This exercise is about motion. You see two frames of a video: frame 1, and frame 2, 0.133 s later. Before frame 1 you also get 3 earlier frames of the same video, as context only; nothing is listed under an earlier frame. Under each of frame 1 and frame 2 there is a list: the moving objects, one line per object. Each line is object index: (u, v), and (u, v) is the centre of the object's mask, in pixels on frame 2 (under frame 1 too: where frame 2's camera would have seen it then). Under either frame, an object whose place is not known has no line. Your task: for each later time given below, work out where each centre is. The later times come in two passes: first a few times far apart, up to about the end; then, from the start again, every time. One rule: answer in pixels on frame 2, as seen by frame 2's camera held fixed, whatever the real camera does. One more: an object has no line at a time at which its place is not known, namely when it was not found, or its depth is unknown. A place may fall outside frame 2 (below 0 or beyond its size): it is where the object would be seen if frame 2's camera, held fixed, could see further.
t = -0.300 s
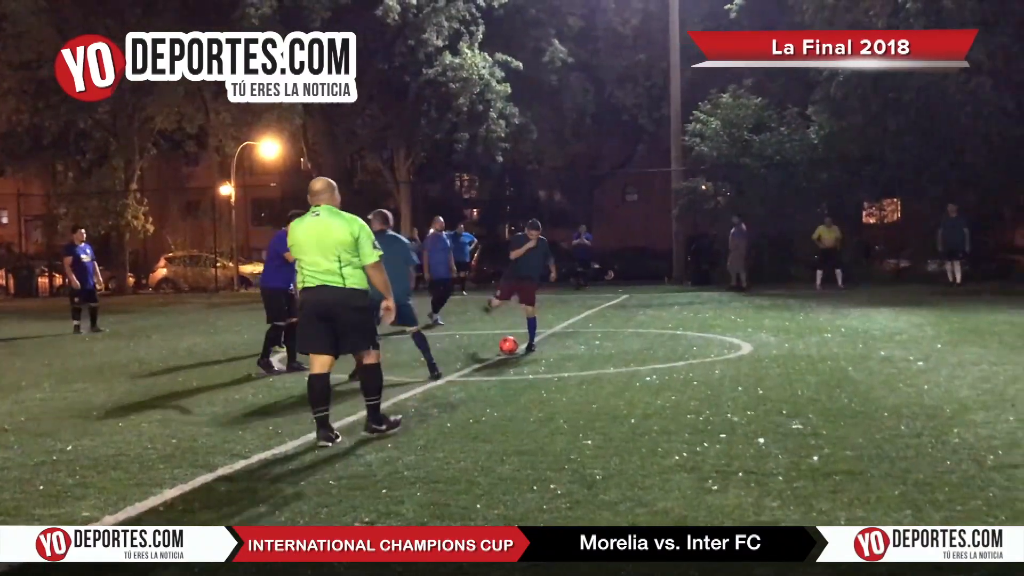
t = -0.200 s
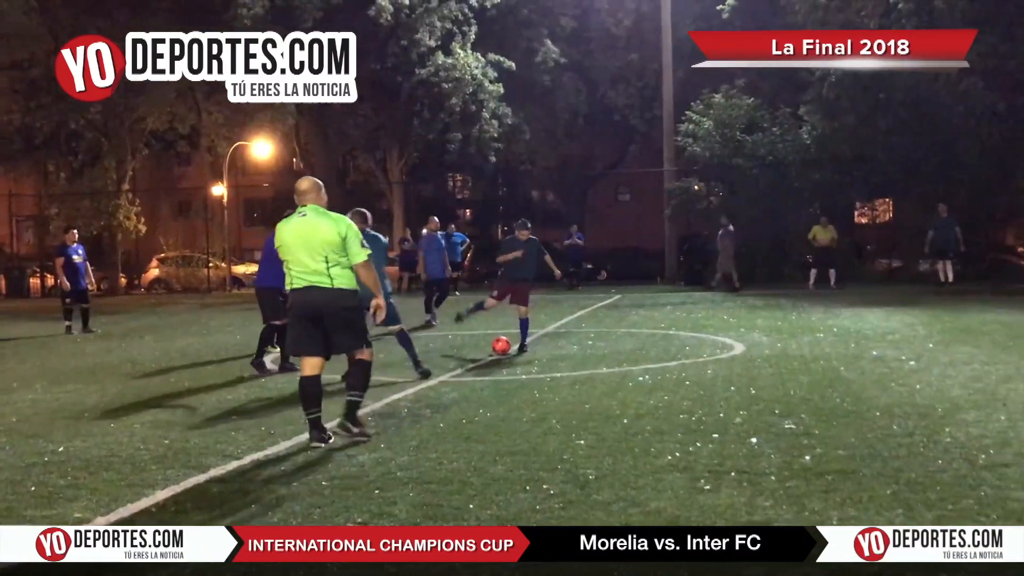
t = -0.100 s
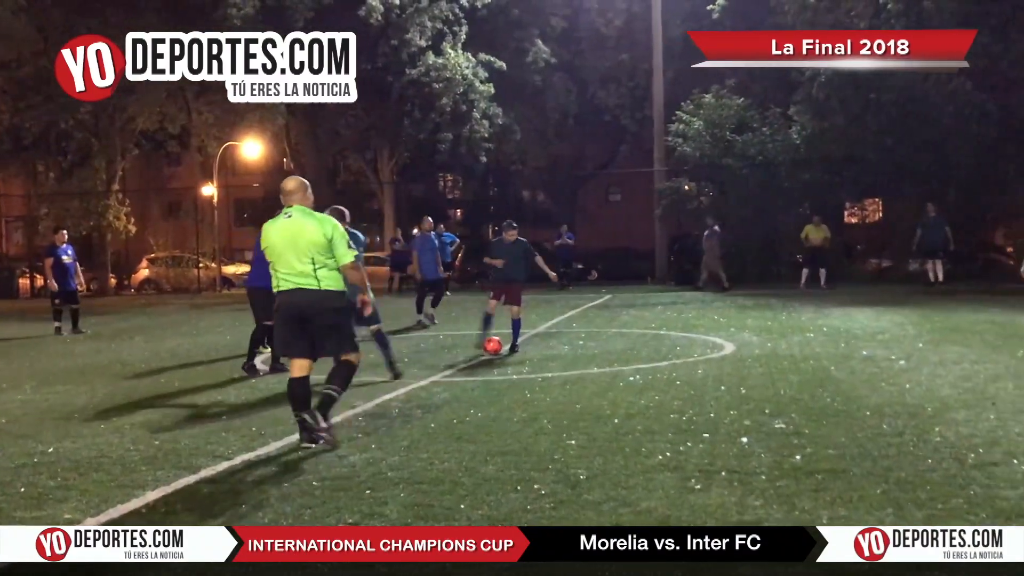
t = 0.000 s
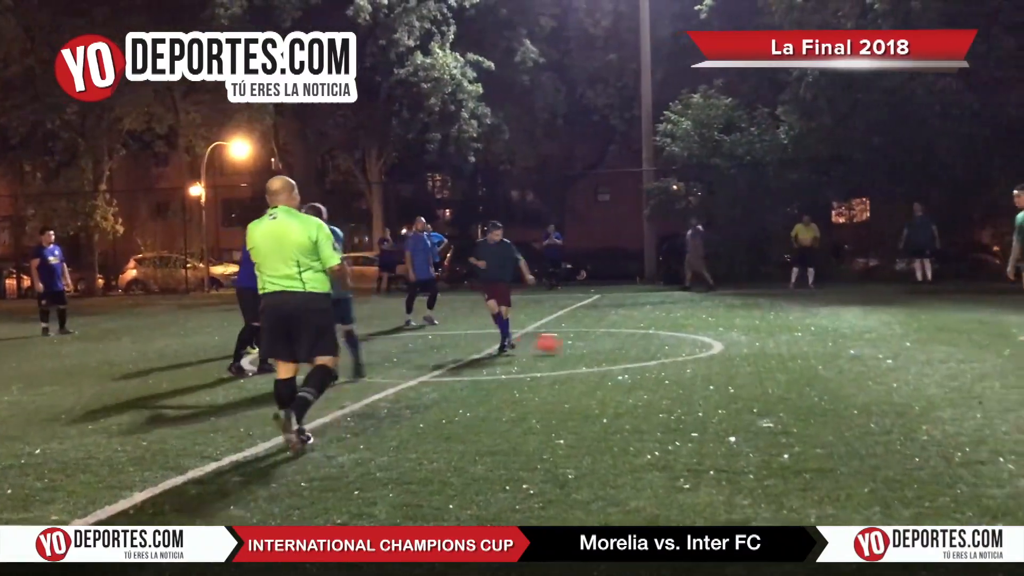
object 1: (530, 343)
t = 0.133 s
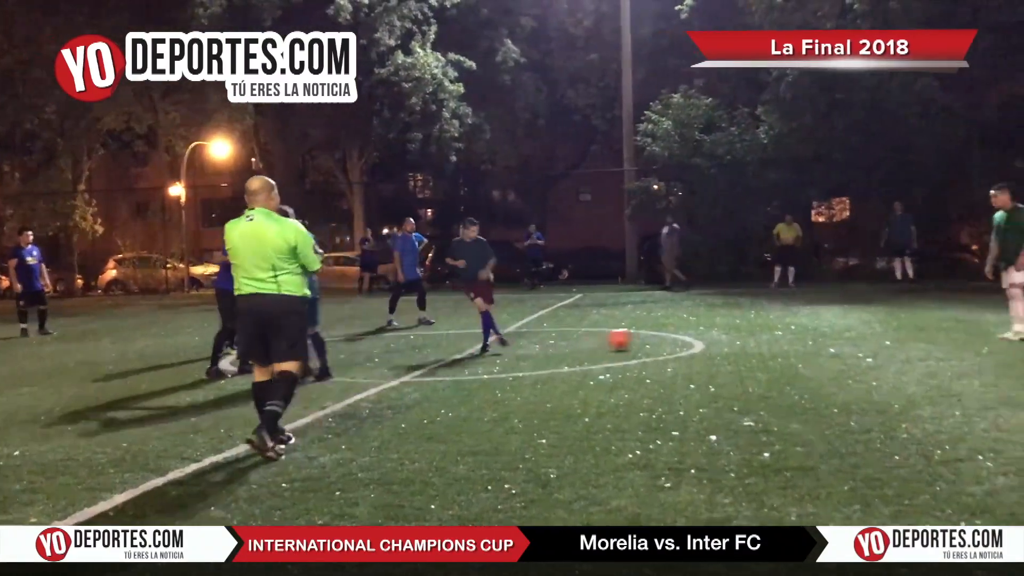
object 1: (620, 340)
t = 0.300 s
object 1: (727, 335)
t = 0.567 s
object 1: (884, 332)
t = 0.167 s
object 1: (642, 339)
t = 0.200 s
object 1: (664, 339)
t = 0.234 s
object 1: (685, 339)
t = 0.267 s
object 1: (706, 336)
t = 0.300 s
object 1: (727, 335)
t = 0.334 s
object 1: (747, 335)
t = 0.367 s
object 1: (768, 336)
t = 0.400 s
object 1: (789, 335)
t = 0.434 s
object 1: (808, 333)
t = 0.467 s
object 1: (827, 332)
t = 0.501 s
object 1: (846, 331)
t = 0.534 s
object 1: (866, 332)
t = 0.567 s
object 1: (884, 332)
